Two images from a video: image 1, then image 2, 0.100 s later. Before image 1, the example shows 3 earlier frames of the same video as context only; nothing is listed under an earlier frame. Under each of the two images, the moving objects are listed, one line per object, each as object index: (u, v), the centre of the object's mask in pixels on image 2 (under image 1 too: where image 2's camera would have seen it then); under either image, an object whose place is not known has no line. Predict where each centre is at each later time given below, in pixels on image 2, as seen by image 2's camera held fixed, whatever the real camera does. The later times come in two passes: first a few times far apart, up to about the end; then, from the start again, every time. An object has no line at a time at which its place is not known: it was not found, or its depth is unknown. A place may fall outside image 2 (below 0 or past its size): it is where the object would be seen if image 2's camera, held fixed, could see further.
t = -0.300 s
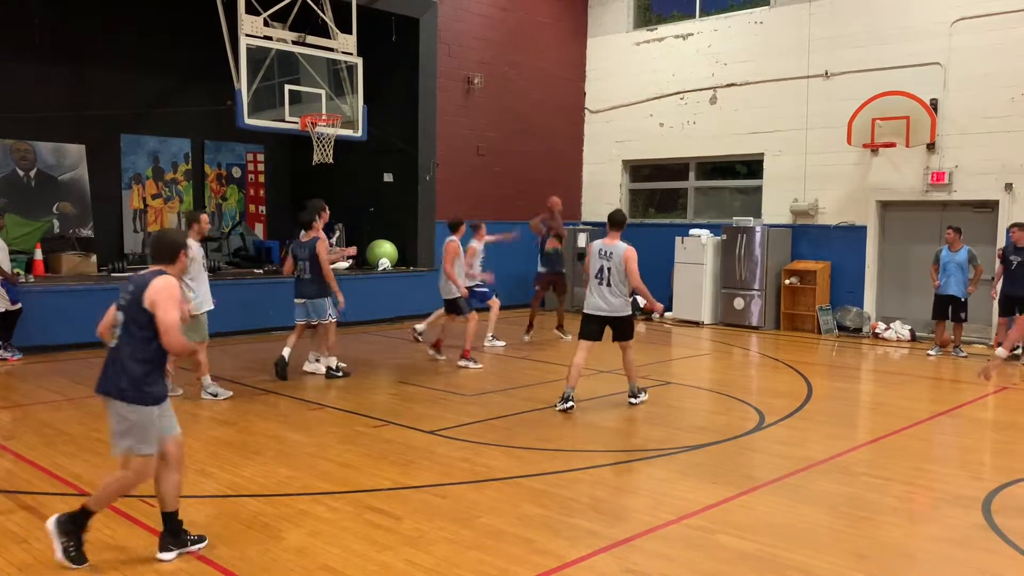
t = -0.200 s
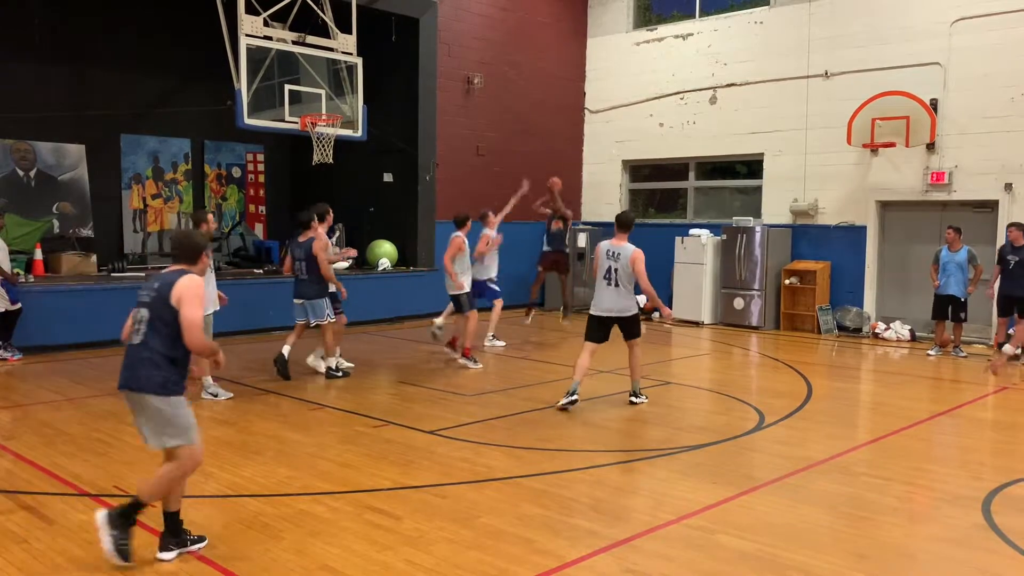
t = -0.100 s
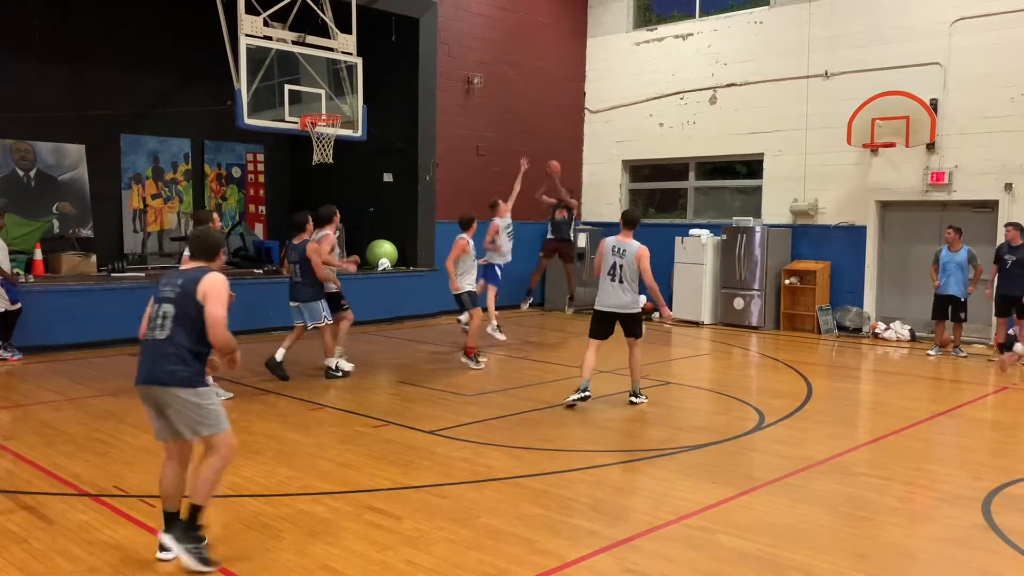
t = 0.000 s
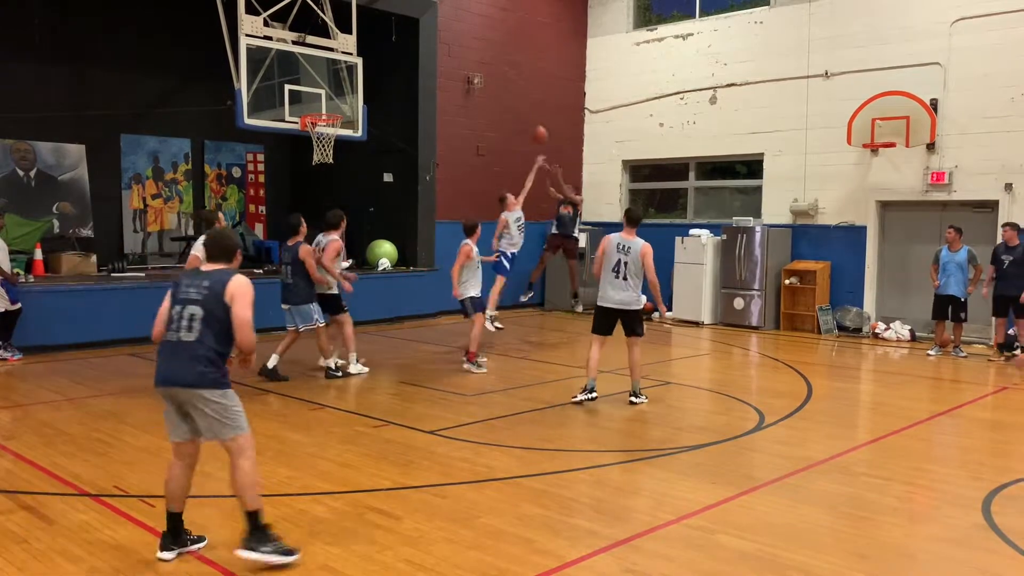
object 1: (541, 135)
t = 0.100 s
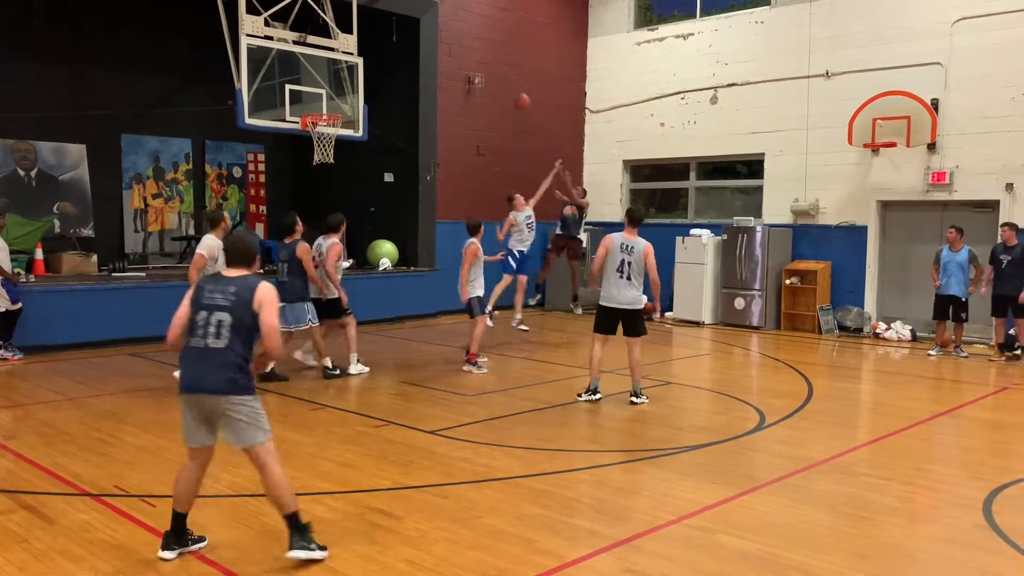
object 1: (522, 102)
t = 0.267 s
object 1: (489, 60)
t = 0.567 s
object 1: (429, 32)
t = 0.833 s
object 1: (370, 61)
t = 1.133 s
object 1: (306, 148)
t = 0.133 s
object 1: (516, 92)
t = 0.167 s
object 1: (510, 83)
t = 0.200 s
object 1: (502, 75)
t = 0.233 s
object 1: (496, 67)
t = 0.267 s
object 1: (489, 60)
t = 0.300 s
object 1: (483, 54)
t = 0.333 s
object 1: (476, 48)
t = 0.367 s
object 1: (469, 43)
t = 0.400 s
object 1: (463, 40)
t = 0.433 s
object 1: (456, 37)
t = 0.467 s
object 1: (449, 34)
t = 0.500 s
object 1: (443, 33)
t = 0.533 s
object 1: (435, 32)
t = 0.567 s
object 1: (429, 32)
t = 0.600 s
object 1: (421, 33)
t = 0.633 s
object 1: (414, 34)
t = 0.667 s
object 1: (407, 37)
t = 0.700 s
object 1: (399, 39)
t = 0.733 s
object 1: (392, 44)
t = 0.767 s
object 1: (385, 49)
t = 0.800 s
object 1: (377, 54)
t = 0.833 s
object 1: (370, 61)
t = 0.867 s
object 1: (363, 68)
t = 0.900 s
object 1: (355, 76)
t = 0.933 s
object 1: (347, 85)
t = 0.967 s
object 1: (339, 96)
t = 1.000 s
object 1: (332, 107)
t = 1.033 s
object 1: (324, 118)
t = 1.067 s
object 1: (314, 133)
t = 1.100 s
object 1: (311, 142)
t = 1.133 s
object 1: (306, 148)
